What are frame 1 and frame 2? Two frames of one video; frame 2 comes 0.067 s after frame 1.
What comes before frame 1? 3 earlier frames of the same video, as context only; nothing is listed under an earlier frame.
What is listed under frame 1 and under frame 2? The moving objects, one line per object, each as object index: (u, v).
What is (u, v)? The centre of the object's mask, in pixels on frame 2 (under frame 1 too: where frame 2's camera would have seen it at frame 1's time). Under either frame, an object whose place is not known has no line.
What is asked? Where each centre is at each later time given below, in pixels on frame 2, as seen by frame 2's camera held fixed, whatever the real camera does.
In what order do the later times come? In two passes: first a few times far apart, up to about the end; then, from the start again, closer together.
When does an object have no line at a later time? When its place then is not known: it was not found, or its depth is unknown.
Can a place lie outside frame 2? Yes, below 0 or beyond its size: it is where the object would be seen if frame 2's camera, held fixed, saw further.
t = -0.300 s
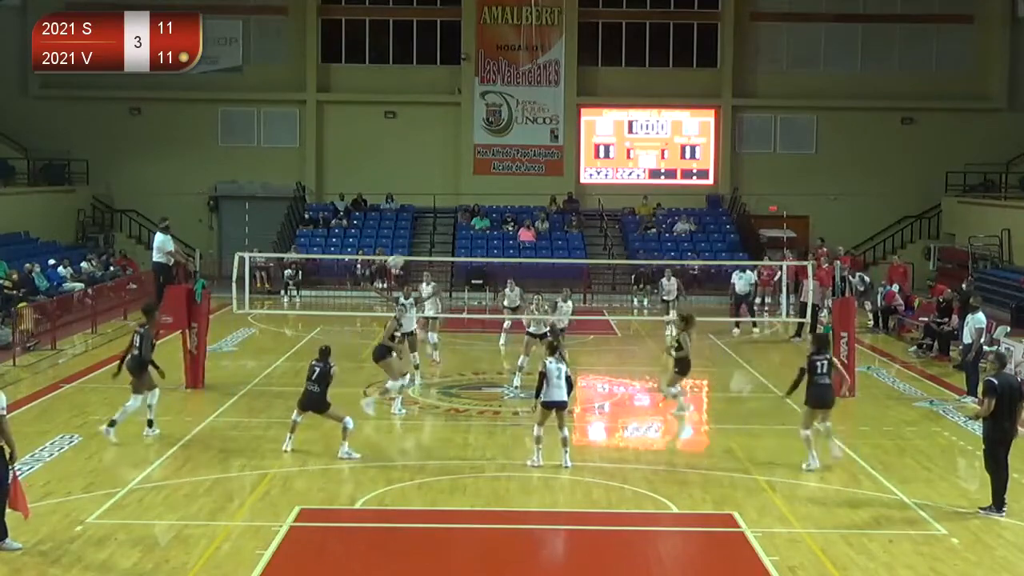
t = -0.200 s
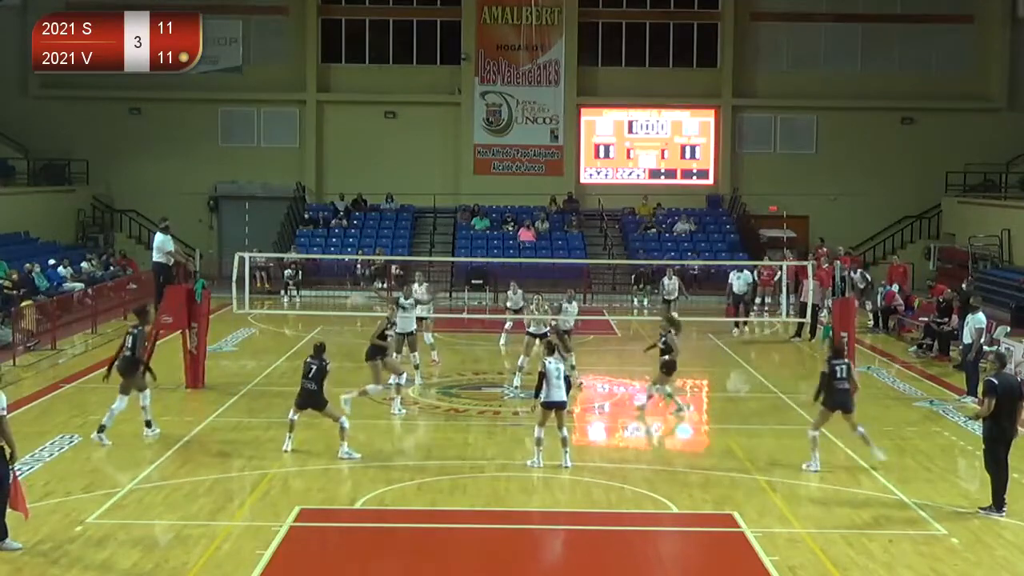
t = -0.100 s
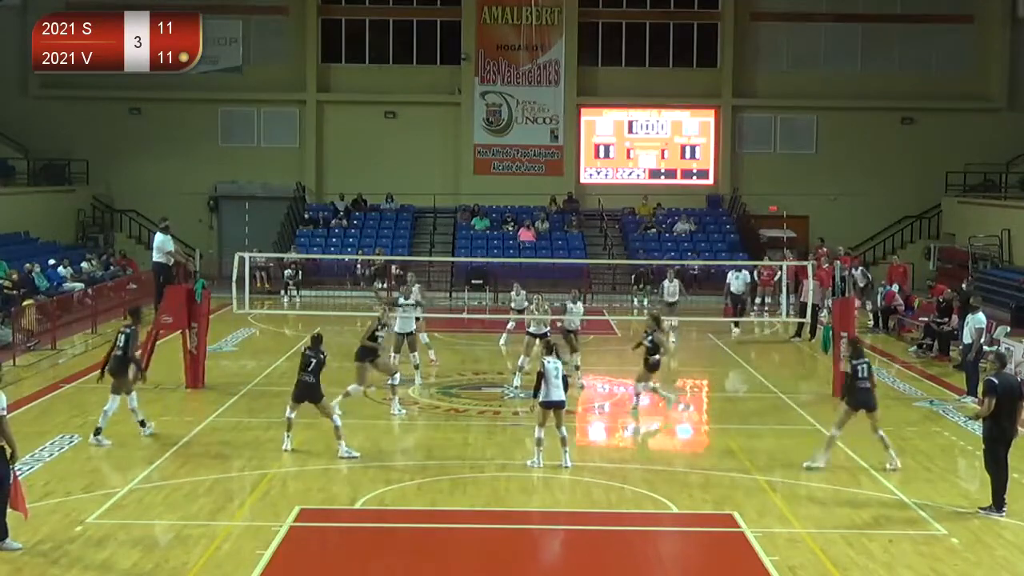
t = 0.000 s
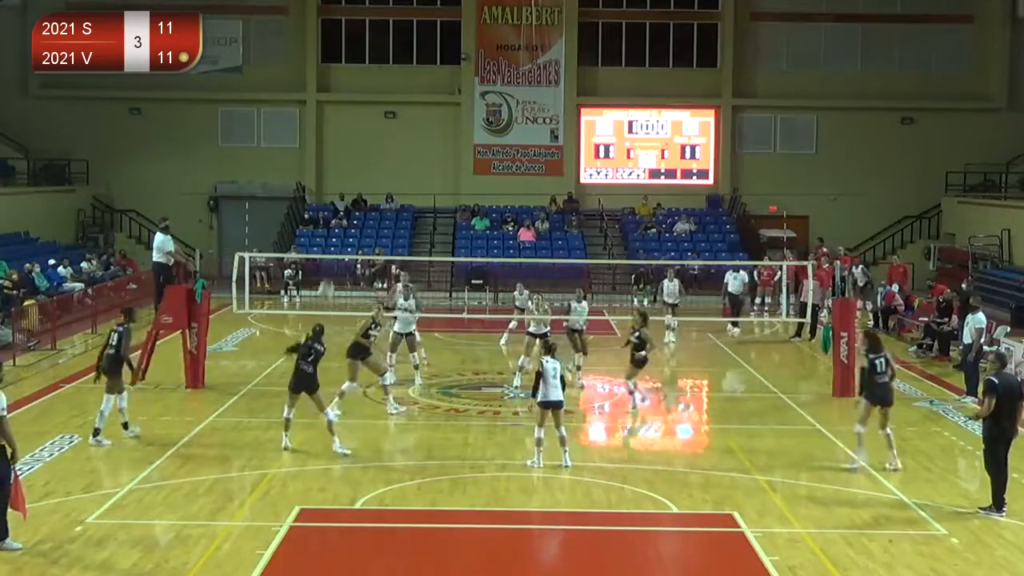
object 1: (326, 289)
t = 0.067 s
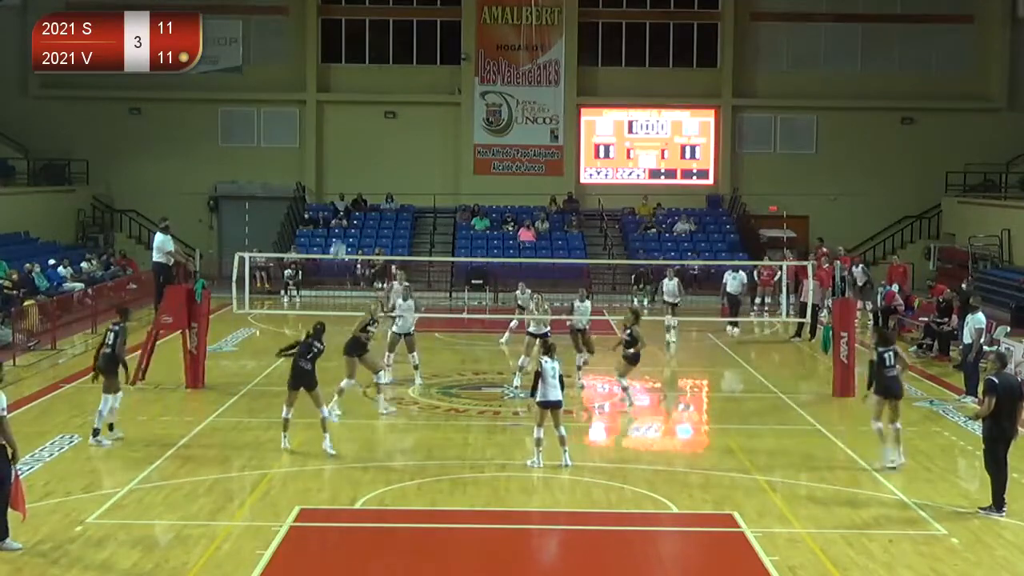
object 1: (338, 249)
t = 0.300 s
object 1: (381, 141)
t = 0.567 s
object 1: (430, 69)
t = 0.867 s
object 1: (480, 51)
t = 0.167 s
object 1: (356, 199)
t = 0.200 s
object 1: (362, 182)
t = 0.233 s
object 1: (368, 168)
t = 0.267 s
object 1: (374, 154)
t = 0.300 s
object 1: (381, 141)
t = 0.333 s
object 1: (387, 129)
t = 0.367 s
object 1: (393, 118)
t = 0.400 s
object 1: (399, 108)
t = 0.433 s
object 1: (405, 98)
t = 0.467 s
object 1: (411, 89)
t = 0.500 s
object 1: (418, 82)
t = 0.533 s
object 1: (423, 76)
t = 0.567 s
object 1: (430, 69)
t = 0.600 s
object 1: (435, 64)
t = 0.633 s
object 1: (441, 60)
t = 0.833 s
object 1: (474, 51)
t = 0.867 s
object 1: (480, 51)
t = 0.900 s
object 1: (485, 53)
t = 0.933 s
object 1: (490, 55)
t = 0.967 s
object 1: (495, 58)
